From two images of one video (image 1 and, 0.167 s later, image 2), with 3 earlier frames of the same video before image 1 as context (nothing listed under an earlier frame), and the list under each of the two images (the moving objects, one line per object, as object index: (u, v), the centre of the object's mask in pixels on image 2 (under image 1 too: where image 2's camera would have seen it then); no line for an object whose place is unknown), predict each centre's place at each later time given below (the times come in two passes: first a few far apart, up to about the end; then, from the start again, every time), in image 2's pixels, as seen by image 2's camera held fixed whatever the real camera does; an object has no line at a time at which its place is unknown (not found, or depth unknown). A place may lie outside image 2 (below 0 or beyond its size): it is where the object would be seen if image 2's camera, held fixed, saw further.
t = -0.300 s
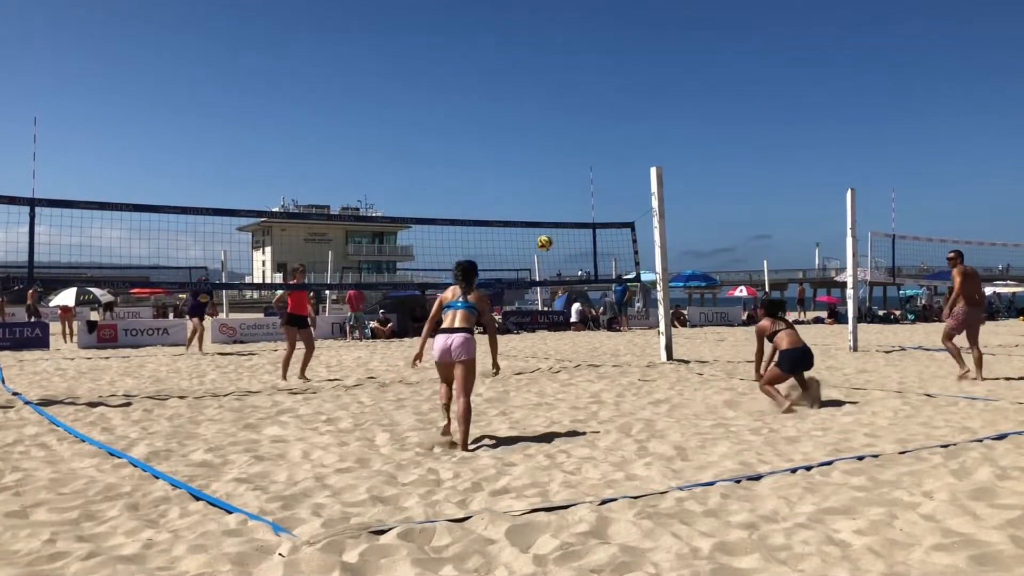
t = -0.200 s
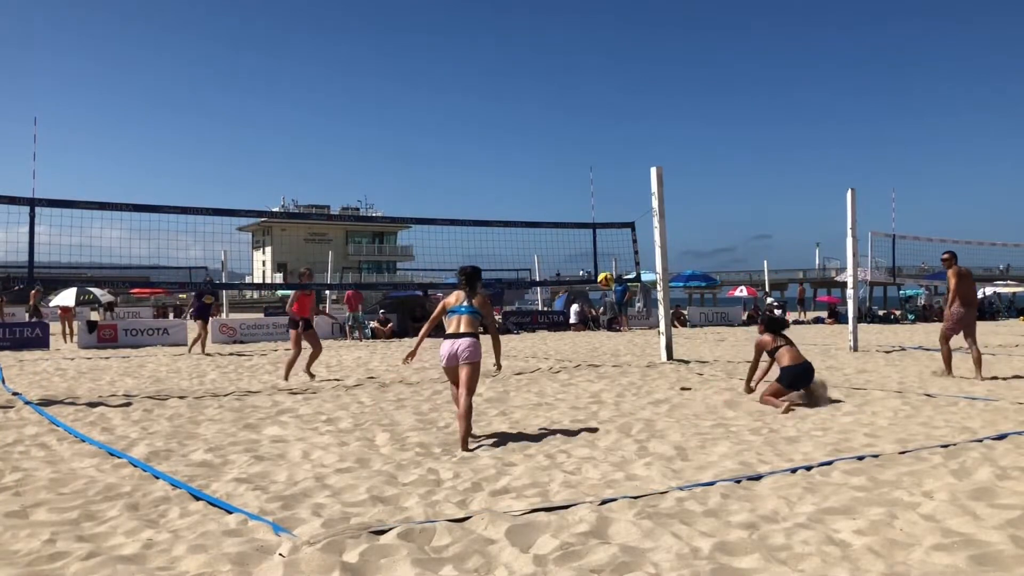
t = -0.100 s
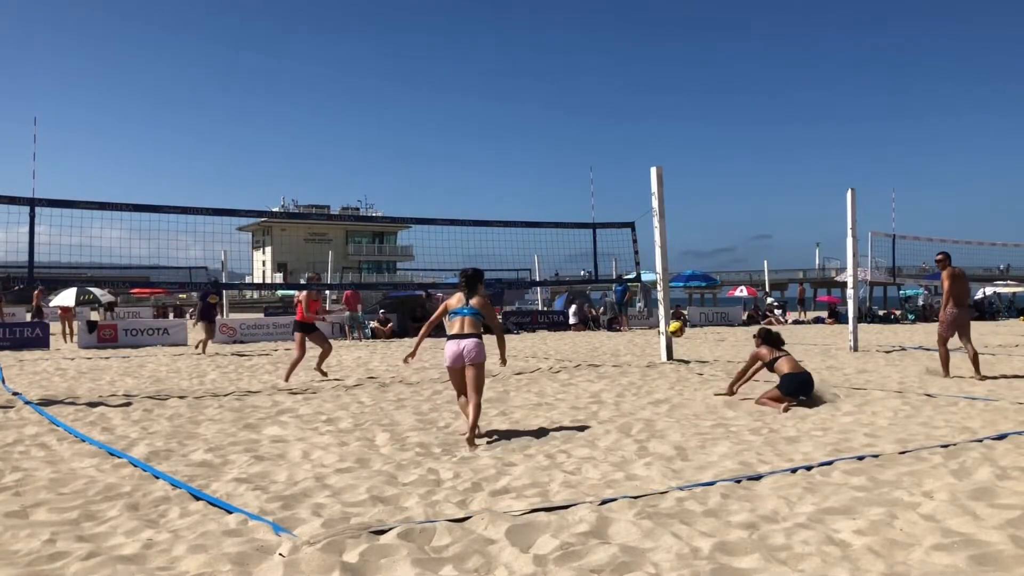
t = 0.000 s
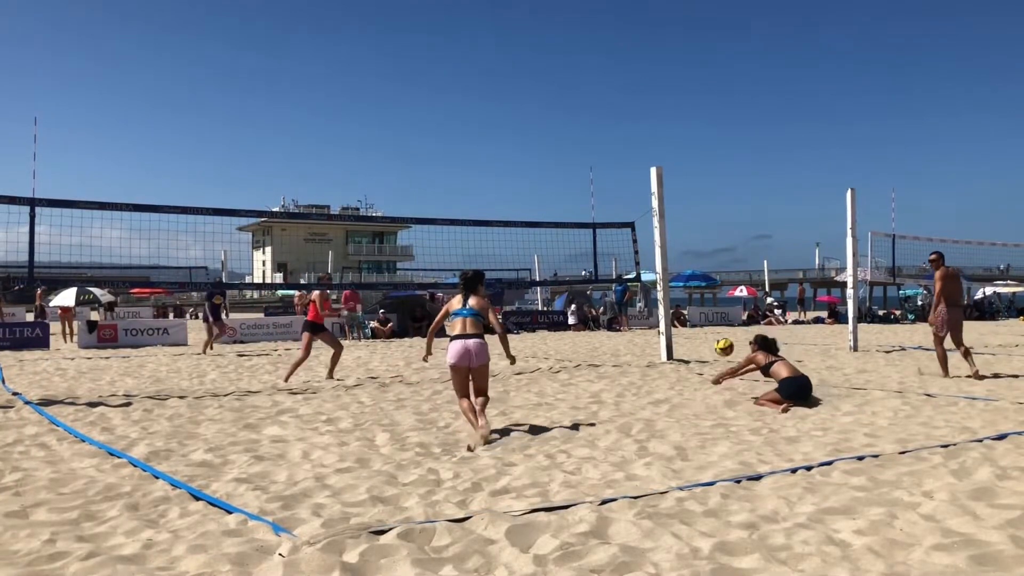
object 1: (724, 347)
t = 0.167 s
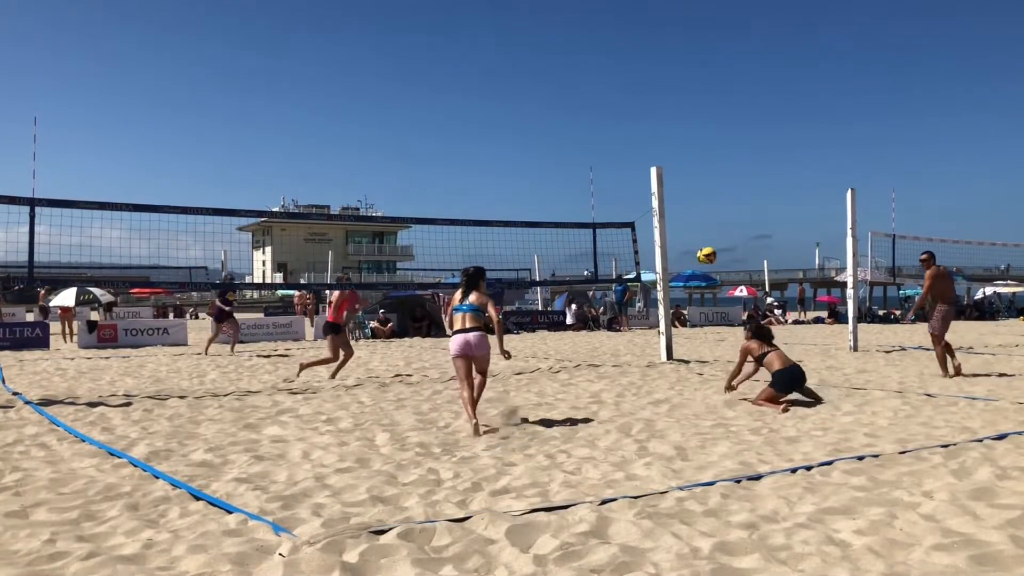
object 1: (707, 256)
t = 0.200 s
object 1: (703, 241)
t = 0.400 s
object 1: (685, 172)
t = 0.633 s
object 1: (664, 136)
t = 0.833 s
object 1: (647, 142)
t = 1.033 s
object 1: (630, 182)
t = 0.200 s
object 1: (703, 241)
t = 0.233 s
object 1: (700, 227)
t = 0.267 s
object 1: (697, 214)
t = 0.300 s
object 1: (694, 202)
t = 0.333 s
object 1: (691, 191)
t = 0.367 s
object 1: (688, 181)
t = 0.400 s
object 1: (685, 172)
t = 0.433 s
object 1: (682, 163)
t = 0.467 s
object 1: (679, 157)
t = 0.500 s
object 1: (676, 151)
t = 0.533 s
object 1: (673, 145)
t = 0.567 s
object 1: (670, 141)
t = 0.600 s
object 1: (668, 138)
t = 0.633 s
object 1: (664, 136)
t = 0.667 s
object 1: (662, 134)
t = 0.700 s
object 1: (659, 134)
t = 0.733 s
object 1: (656, 135)
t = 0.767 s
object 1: (653, 136)
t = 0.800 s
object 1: (650, 138)
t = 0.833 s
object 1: (647, 142)
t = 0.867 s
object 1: (645, 146)
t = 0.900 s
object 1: (641, 152)
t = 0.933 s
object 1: (639, 158)
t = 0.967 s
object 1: (636, 165)
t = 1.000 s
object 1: (633, 173)
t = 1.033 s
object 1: (630, 182)
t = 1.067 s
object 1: (627, 191)
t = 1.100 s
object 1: (624, 202)
